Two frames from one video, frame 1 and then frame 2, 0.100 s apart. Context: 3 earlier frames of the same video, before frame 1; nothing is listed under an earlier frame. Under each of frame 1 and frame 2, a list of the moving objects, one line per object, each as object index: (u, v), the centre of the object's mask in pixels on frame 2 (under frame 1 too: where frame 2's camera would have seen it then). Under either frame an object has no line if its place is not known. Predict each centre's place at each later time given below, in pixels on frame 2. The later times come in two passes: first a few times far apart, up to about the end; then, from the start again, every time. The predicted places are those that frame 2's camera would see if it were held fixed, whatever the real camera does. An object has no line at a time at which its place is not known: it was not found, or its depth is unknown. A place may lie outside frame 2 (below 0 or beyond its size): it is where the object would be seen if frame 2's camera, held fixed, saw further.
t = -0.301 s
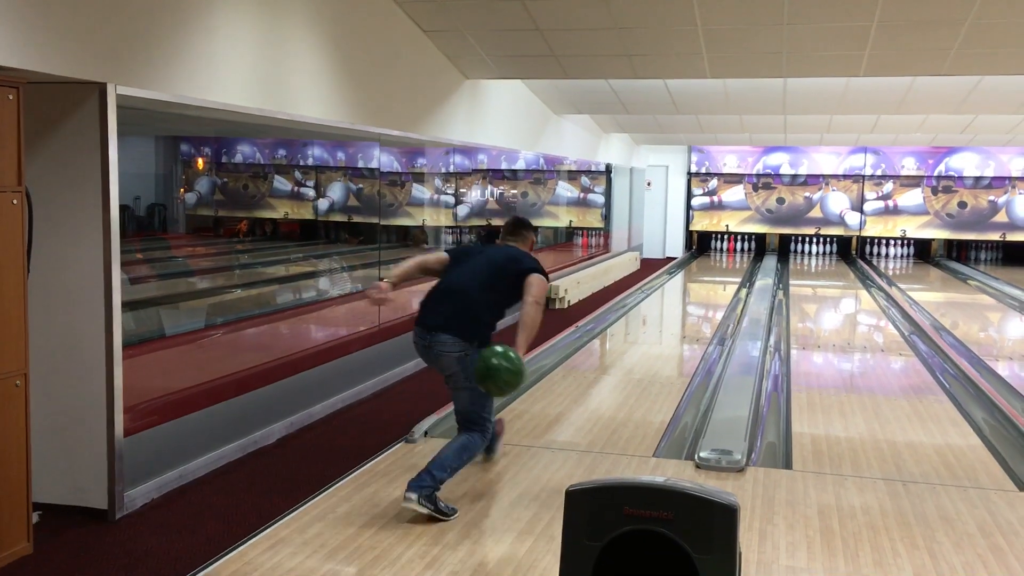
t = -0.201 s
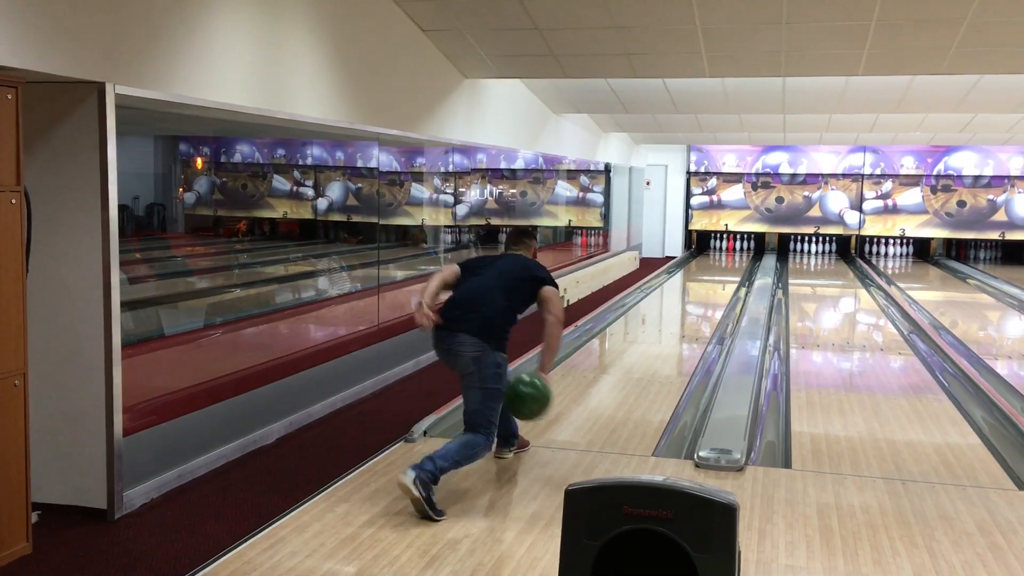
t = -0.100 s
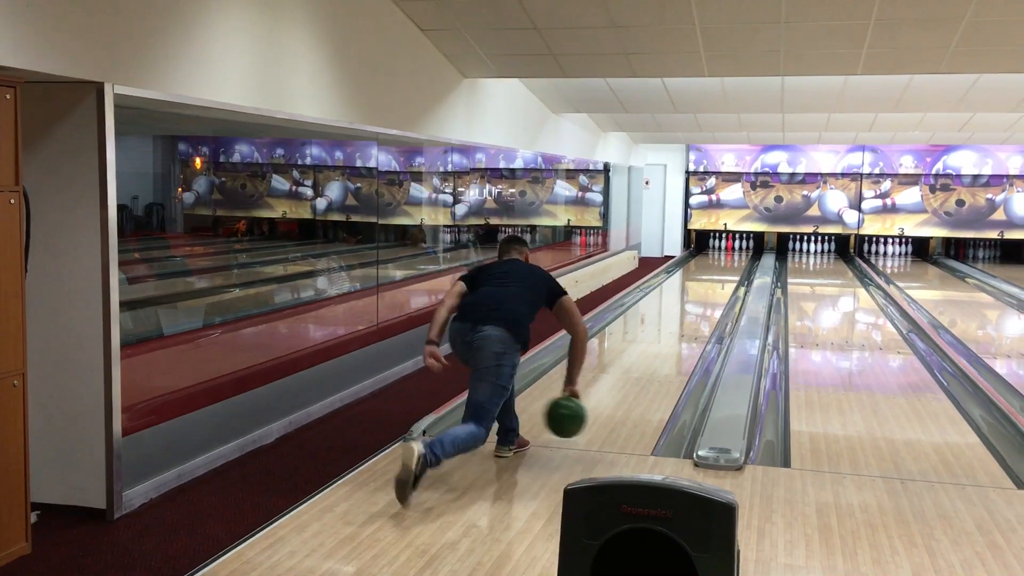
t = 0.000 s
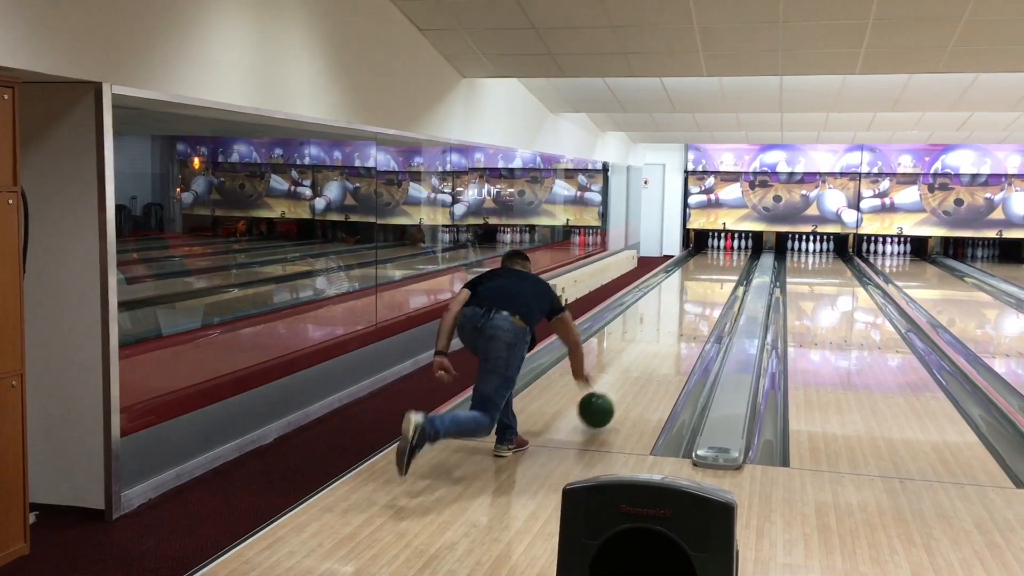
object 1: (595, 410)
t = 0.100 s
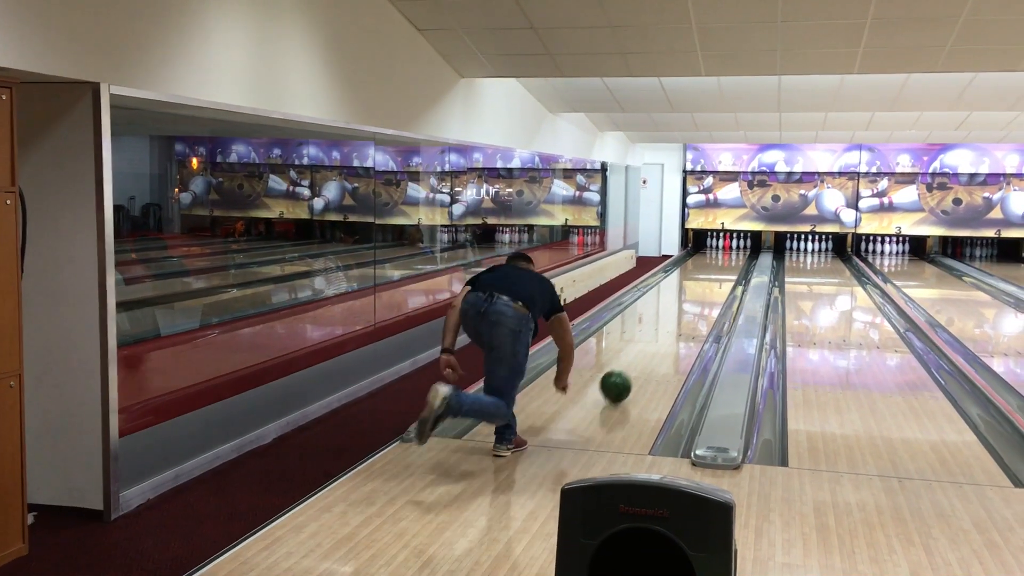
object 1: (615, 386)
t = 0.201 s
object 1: (632, 366)
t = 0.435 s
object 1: (659, 331)
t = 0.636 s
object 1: (676, 311)
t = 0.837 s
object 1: (688, 296)
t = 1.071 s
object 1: (698, 284)
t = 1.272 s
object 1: (706, 275)
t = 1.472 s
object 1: (711, 268)
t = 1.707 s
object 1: (715, 262)
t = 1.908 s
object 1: (719, 256)
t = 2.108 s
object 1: (721, 251)
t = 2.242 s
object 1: (722, 248)
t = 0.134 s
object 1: (621, 379)
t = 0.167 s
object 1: (627, 372)
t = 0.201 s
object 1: (632, 366)
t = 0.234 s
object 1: (637, 360)
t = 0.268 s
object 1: (641, 354)
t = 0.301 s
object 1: (645, 349)
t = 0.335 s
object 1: (649, 344)
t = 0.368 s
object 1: (653, 339)
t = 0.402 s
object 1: (656, 335)
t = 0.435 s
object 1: (659, 331)
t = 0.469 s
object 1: (663, 327)
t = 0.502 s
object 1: (665, 324)
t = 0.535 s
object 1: (668, 320)
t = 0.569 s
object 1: (671, 317)
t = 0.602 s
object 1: (673, 314)
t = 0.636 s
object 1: (676, 311)
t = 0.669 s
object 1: (678, 308)
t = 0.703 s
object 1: (680, 306)
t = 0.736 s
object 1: (682, 303)
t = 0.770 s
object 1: (684, 301)
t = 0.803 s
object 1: (686, 298)
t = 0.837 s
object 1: (688, 296)
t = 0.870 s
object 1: (689, 294)
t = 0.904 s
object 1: (691, 292)
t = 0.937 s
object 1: (693, 290)
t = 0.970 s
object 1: (694, 289)
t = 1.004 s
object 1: (696, 287)
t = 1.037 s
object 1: (697, 285)
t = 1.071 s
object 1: (698, 284)
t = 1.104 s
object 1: (700, 282)
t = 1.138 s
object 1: (701, 281)
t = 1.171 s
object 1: (702, 279)
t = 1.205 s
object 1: (703, 278)
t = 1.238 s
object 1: (704, 277)
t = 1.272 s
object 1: (706, 275)
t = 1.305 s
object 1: (707, 274)
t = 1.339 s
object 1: (707, 273)
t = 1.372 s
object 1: (708, 271)
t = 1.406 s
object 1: (709, 270)
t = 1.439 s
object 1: (710, 269)
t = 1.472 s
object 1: (711, 268)
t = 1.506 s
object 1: (712, 267)
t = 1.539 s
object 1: (712, 266)
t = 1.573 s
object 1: (713, 265)
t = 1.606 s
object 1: (714, 264)
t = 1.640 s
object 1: (714, 263)
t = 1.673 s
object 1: (715, 262)
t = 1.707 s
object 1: (715, 262)
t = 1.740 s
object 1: (716, 261)
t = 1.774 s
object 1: (717, 260)
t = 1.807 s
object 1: (717, 259)
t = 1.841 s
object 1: (718, 258)
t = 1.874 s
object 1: (719, 257)
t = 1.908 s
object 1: (719, 256)
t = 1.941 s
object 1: (719, 255)
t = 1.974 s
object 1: (720, 254)
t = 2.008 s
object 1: (720, 253)
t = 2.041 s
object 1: (721, 253)
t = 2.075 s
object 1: (721, 252)
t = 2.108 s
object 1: (721, 251)
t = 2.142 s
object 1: (722, 249)
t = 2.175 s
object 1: (722, 248)
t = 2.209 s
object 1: (723, 248)
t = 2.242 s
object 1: (722, 248)
